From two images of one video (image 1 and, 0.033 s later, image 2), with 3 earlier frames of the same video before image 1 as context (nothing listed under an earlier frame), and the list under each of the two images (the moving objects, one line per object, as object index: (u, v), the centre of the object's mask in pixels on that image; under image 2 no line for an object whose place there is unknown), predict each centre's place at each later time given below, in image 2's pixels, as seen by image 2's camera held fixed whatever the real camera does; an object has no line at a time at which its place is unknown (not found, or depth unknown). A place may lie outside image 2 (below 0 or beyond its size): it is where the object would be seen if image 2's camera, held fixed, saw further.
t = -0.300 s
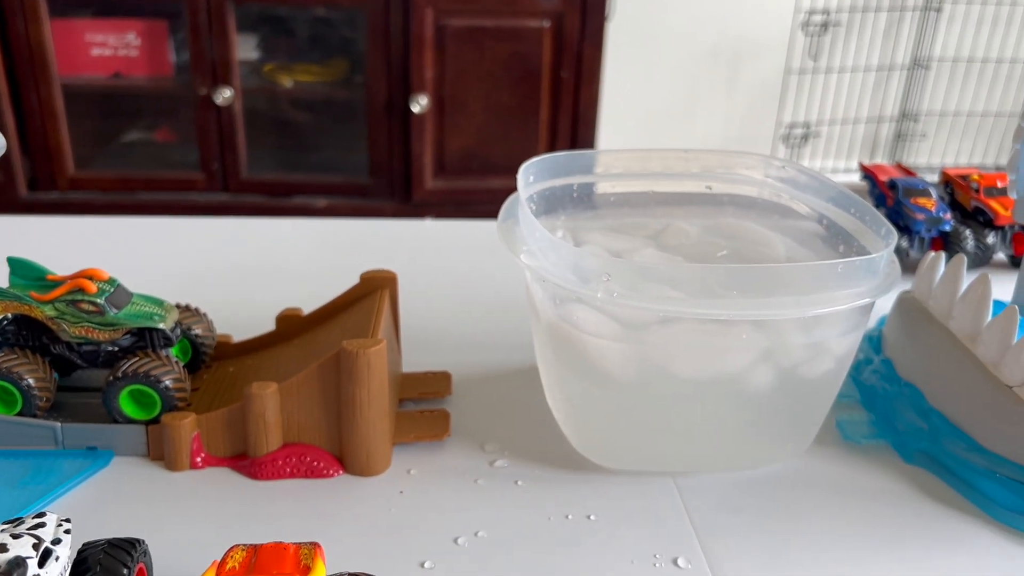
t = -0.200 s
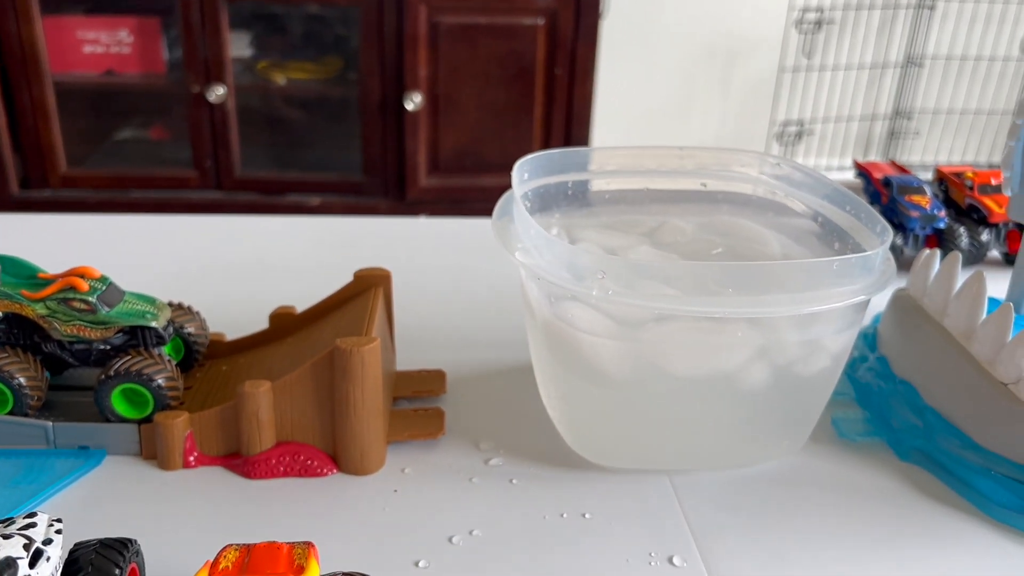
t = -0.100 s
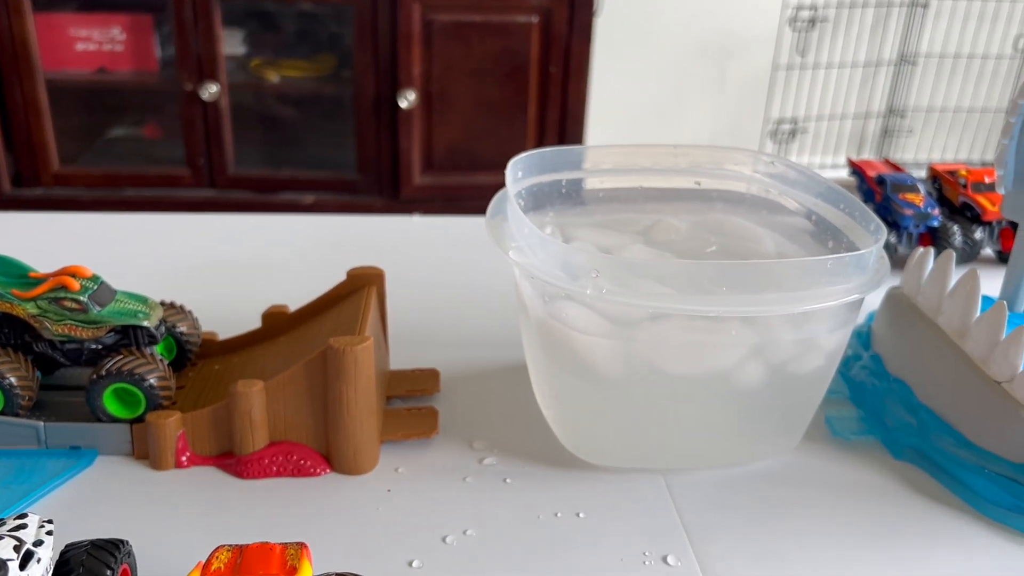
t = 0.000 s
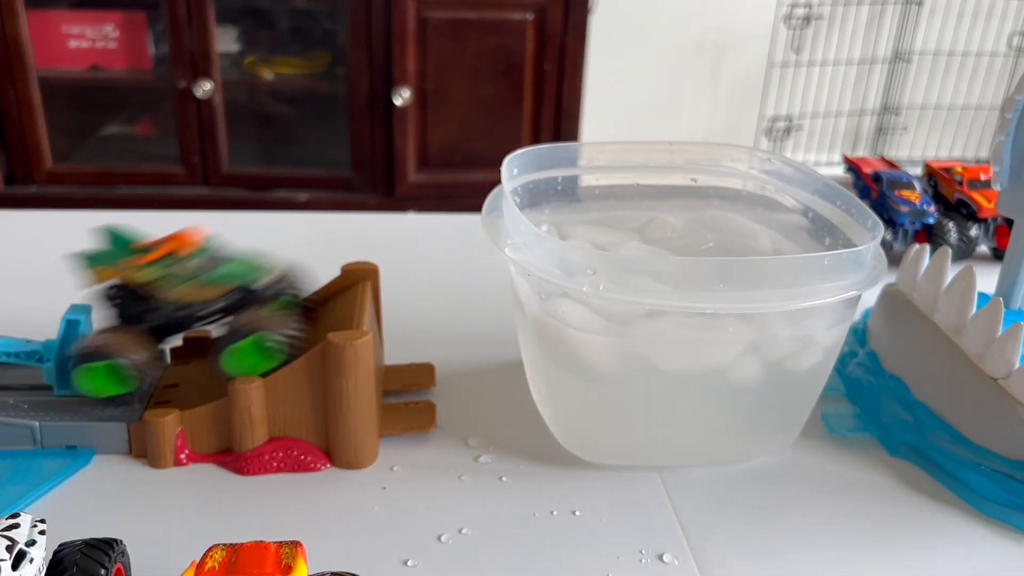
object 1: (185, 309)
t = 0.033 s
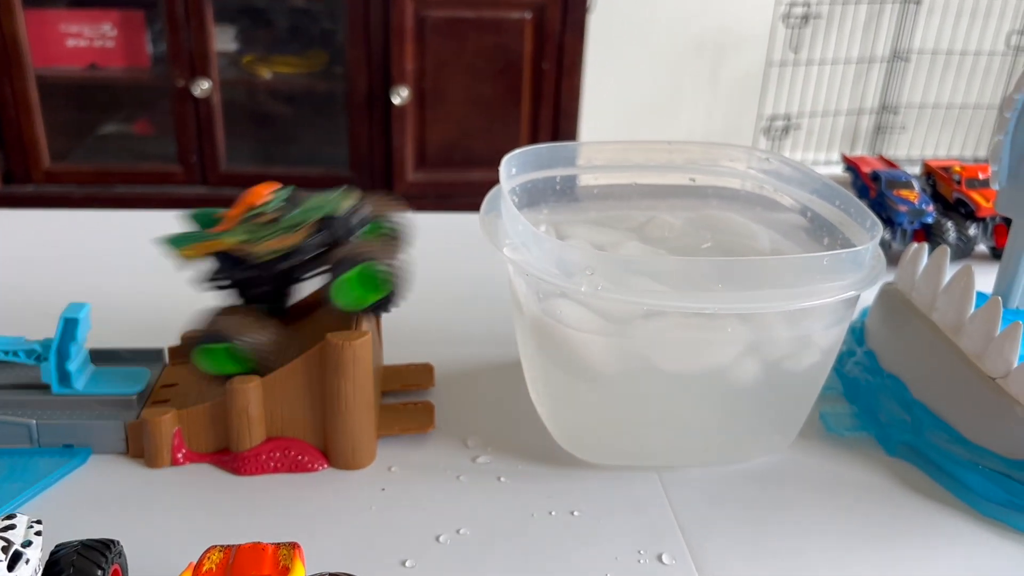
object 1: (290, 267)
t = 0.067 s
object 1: (373, 221)
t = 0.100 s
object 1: (412, 167)
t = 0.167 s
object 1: (445, 131)
